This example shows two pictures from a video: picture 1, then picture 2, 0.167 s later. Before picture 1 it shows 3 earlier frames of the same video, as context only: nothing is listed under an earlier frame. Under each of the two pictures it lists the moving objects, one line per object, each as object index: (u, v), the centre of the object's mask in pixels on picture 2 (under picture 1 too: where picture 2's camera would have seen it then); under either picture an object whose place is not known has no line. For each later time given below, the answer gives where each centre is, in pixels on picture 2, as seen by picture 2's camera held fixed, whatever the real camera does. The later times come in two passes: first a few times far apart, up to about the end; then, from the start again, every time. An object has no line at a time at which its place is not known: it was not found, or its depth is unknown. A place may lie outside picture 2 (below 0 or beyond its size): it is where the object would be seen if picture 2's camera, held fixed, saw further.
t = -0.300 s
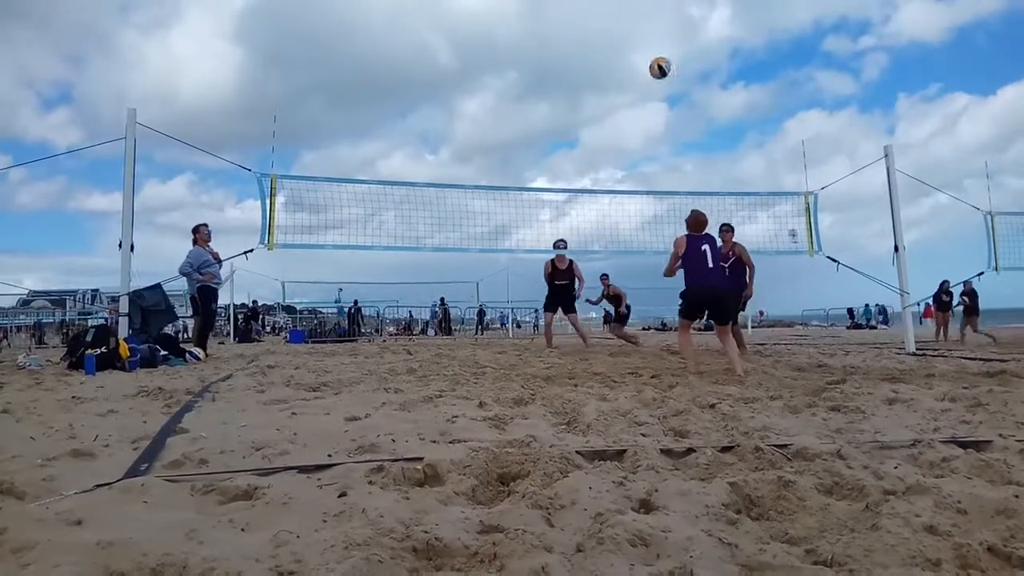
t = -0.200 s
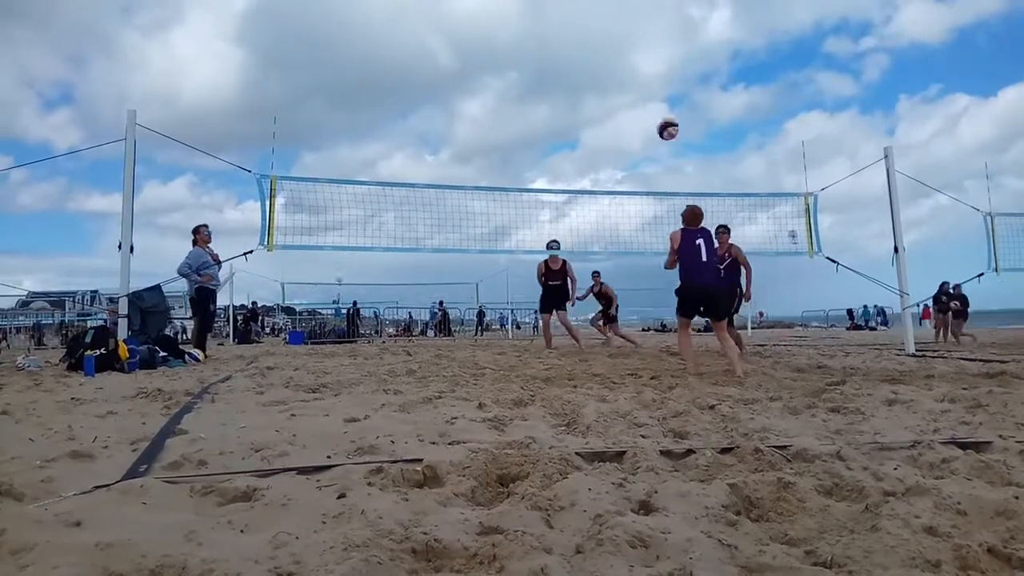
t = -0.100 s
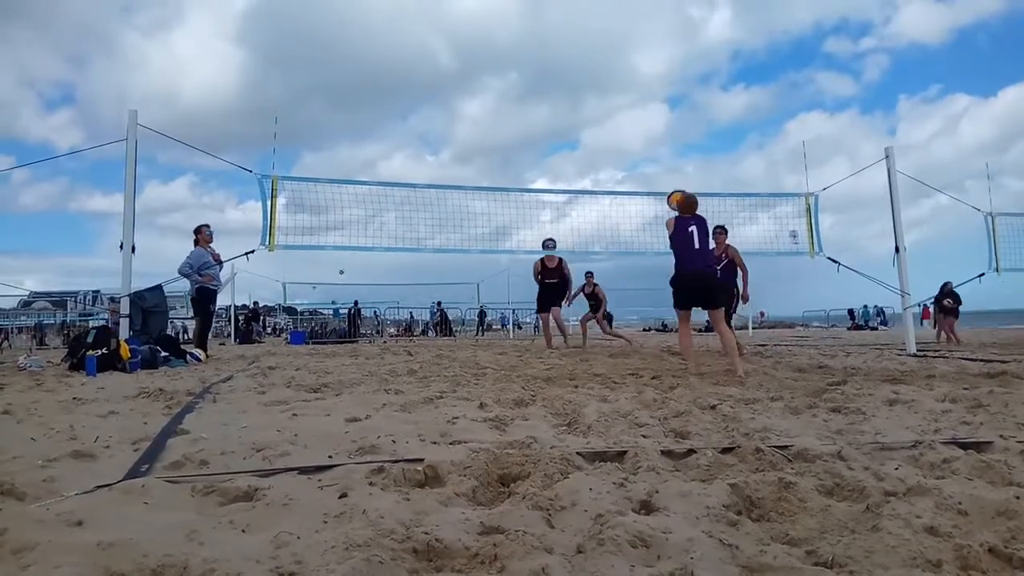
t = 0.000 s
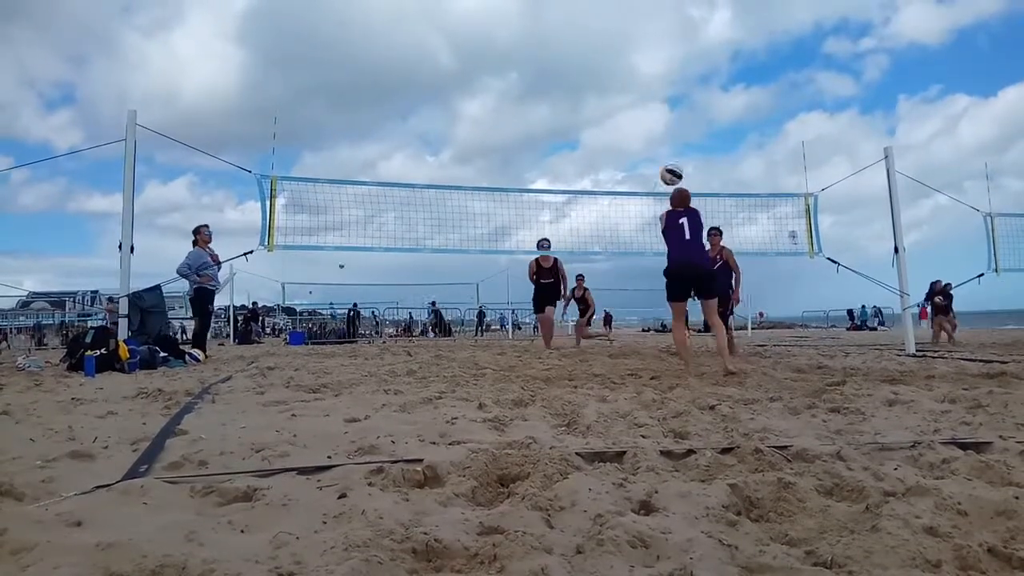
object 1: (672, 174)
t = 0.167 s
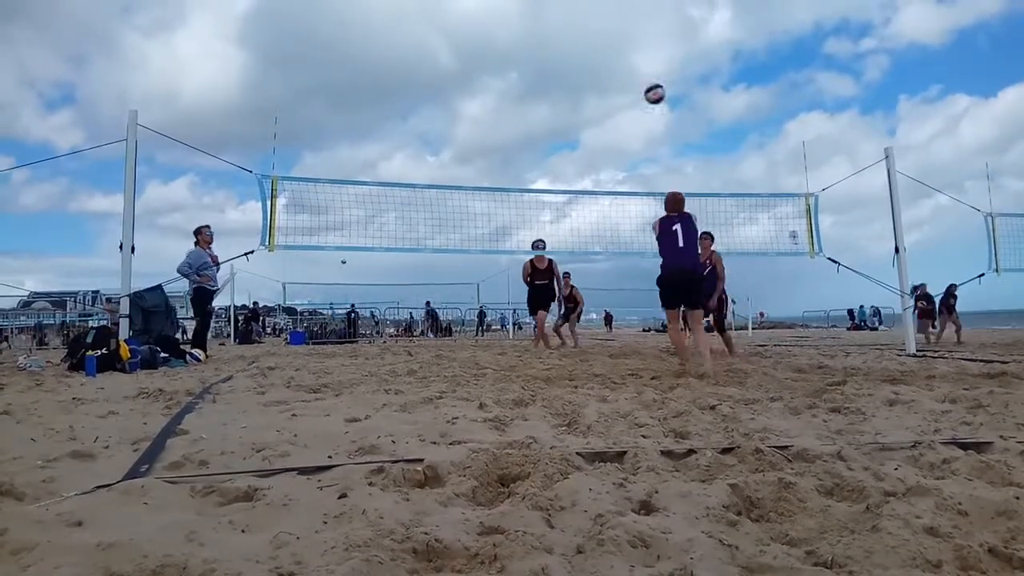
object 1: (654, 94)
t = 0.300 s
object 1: (642, 52)
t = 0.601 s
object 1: (619, 27)
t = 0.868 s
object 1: (603, 67)
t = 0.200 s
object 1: (651, 82)
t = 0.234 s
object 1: (648, 70)
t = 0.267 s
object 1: (645, 61)
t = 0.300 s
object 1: (642, 52)
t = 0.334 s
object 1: (639, 45)
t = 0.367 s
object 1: (636, 39)
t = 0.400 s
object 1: (634, 35)
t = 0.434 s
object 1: (631, 31)
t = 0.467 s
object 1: (628, 28)
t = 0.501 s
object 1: (626, 26)
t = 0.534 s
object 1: (623, 26)
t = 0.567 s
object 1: (621, 26)
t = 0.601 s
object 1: (619, 27)
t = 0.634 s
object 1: (617, 29)
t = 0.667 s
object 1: (615, 32)
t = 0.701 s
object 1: (612, 36)
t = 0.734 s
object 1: (611, 41)
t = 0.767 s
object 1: (609, 46)
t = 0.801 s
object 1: (607, 52)
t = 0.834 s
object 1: (605, 59)
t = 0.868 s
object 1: (603, 67)
